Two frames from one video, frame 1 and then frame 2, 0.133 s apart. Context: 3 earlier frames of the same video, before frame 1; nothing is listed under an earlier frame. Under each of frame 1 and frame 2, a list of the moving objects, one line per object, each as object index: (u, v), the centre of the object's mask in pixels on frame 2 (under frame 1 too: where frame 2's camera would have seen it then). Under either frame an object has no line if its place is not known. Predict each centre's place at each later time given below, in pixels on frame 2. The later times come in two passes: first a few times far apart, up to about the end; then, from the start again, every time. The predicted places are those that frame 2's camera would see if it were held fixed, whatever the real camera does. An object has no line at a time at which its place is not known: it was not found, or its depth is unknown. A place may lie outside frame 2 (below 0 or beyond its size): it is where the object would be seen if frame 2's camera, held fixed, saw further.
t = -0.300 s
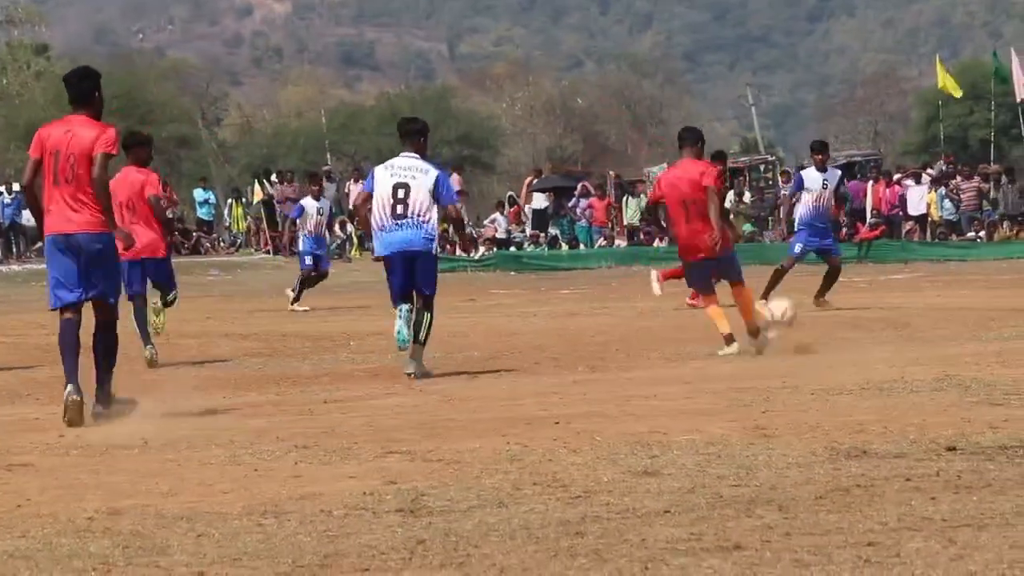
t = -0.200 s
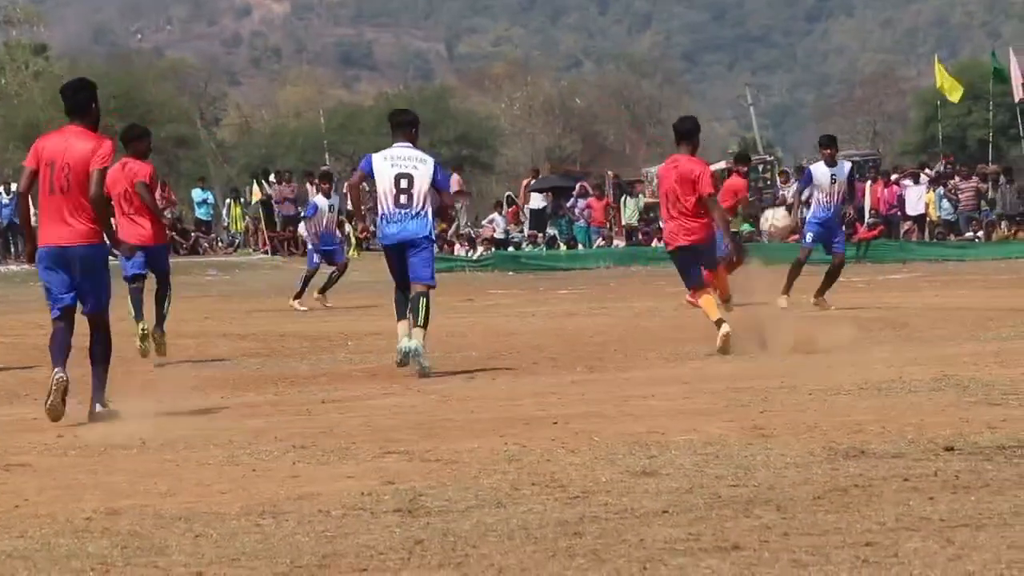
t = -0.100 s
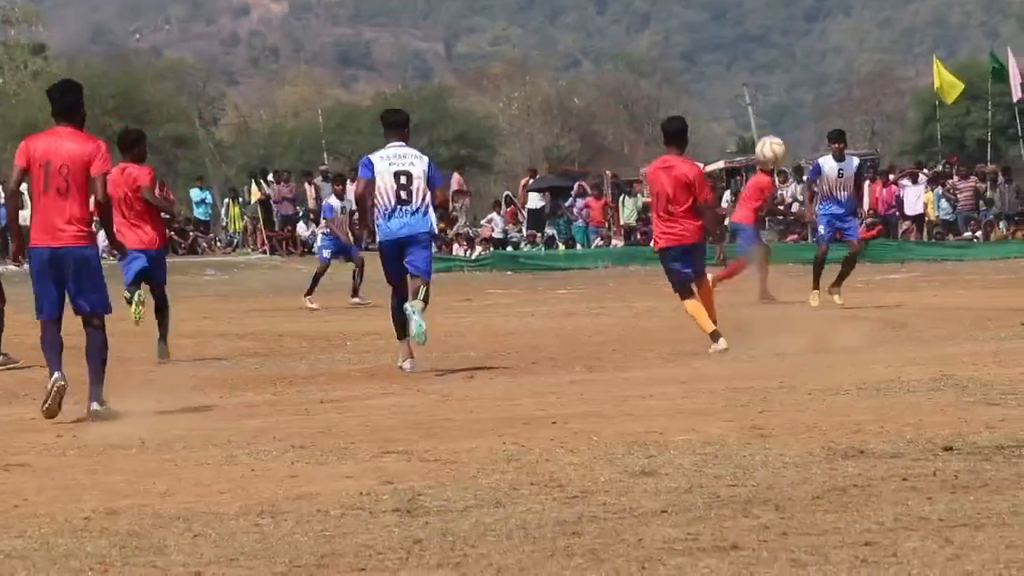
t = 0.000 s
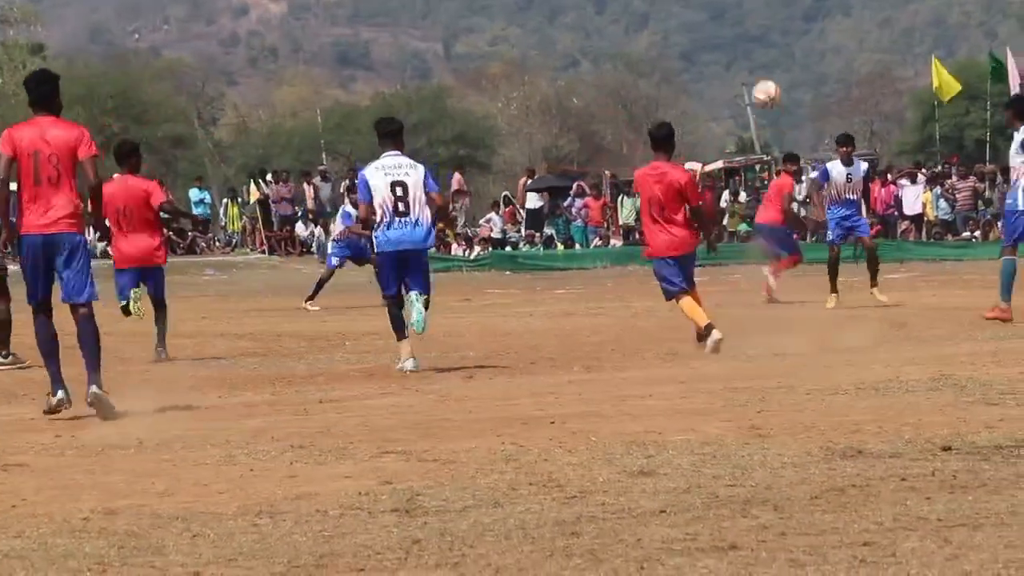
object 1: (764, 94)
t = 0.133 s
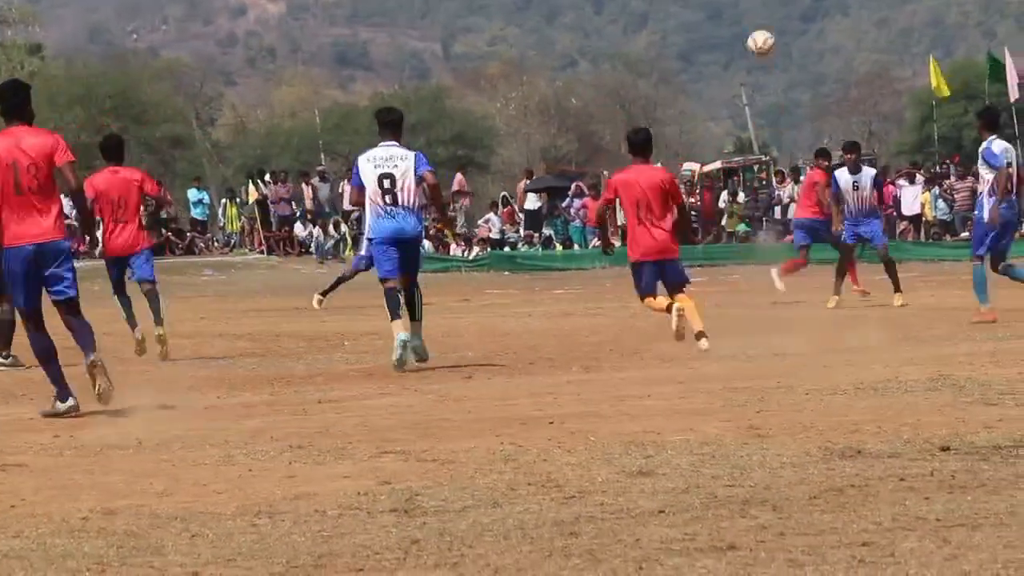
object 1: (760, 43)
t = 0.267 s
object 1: (759, 13)
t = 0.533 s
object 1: (756, 8)
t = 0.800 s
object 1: (752, 60)
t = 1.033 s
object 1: (747, 147)
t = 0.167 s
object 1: (760, 35)
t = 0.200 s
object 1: (760, 25)
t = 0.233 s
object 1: (759, 19)
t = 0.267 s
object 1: (759, 13)
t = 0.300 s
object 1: (757, 9)
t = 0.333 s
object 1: (756, 7)
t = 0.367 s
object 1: (757, 7)
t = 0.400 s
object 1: (756, 6)
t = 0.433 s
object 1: (756, 6)
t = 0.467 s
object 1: (756, 6)
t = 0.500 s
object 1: (756, 7)
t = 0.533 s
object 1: (756, 8)
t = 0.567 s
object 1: (754, 10)
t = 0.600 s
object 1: (754, 14)
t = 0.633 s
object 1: (754, 20)
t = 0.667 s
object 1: (754, 27)
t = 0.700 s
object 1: (753, 33)
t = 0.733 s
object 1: (752, 40)
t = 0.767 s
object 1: (753, 50)
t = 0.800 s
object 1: (752, 60)
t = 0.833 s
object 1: (751, 69)
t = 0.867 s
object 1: (751, 80)
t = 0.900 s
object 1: (750, 93)
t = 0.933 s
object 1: (749, 105)
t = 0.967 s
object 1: (749, 119)
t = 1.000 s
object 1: (748, 132)
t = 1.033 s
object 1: (747, 147)
